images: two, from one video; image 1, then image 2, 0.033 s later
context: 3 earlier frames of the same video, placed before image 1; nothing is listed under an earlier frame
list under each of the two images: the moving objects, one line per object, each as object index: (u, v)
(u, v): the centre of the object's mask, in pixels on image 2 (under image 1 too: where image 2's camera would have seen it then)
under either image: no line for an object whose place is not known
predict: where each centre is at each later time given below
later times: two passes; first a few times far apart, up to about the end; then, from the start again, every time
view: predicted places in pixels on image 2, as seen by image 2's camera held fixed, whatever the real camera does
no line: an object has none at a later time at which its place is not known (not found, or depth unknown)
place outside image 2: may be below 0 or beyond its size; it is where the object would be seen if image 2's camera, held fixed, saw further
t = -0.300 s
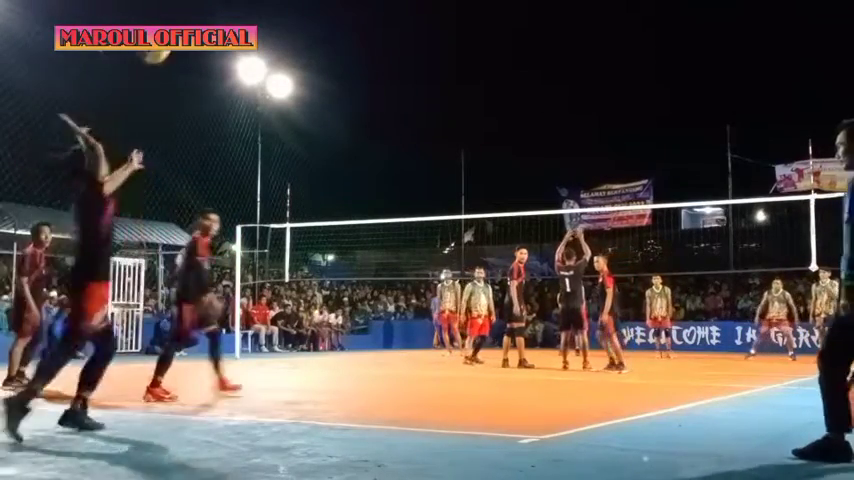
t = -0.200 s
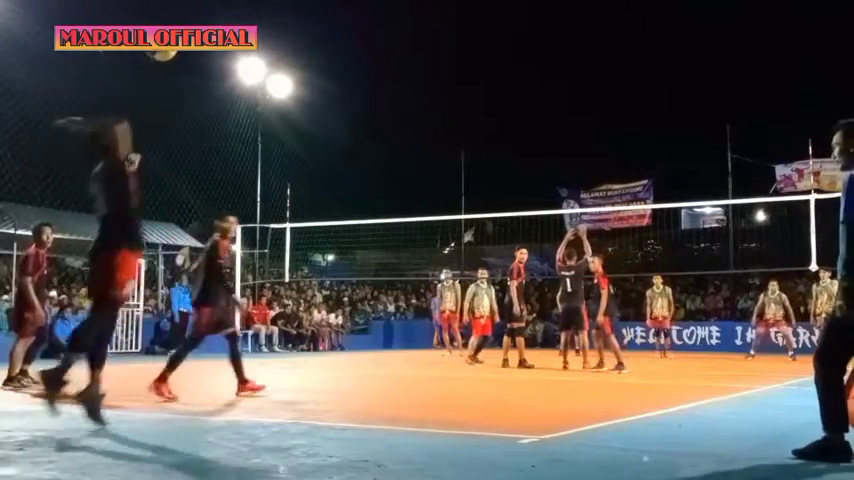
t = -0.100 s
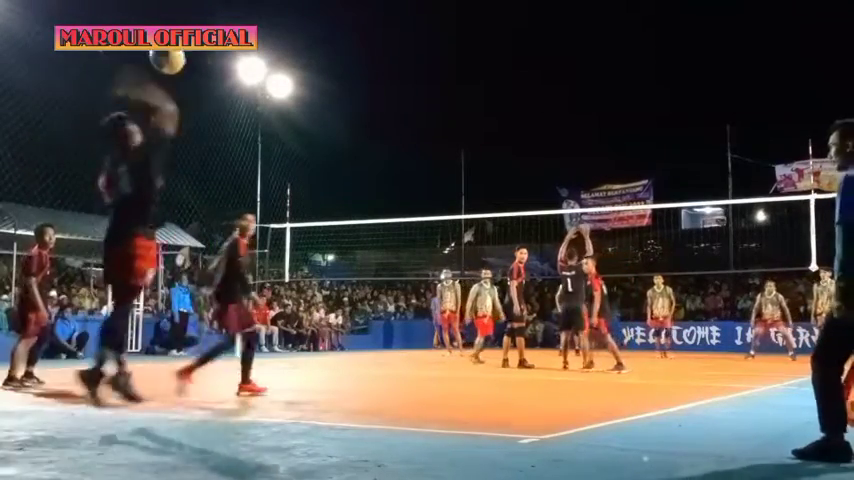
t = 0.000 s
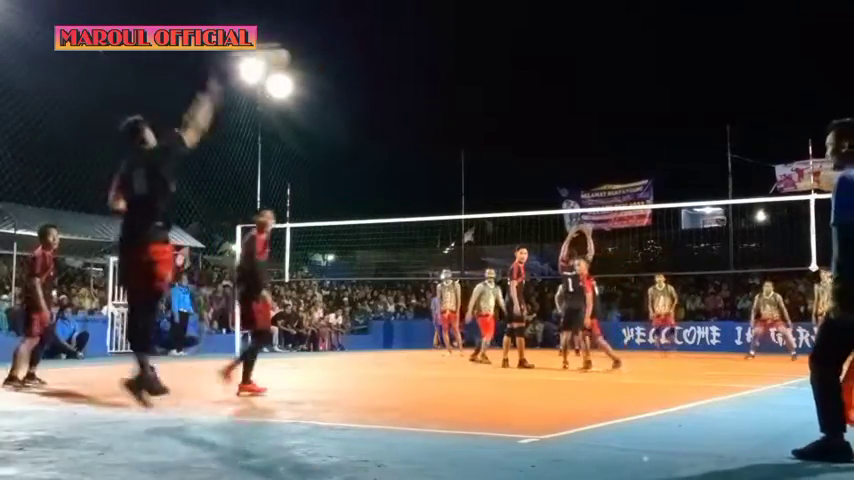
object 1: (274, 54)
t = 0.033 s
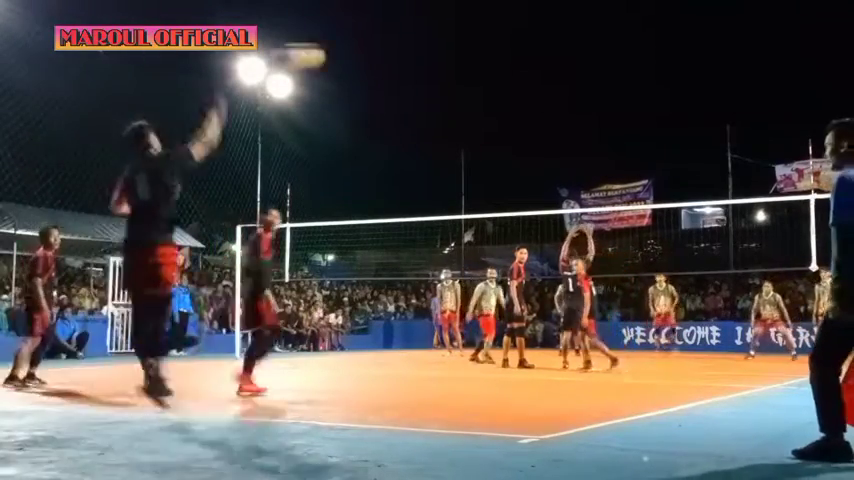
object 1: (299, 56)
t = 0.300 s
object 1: (483, 80)
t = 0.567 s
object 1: (573, 138)
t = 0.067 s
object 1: (331, 56)
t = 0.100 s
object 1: (359, 57)
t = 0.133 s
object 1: (385, 59)
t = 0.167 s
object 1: (408, 62)
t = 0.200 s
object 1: (430, 66)
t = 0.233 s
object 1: (449, 69)
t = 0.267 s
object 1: (467, 75)
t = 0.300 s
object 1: (483, 80)
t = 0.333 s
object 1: (497, 86)
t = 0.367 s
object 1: (510, 93)
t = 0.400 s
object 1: (523, 100)
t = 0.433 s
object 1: (534, 107)
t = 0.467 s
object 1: (545, 114)
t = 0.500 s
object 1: (554, 122)
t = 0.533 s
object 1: (564, 130)
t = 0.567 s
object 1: (573, 138)
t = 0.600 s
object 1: (581, 147)
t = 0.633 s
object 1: (589, 156)
